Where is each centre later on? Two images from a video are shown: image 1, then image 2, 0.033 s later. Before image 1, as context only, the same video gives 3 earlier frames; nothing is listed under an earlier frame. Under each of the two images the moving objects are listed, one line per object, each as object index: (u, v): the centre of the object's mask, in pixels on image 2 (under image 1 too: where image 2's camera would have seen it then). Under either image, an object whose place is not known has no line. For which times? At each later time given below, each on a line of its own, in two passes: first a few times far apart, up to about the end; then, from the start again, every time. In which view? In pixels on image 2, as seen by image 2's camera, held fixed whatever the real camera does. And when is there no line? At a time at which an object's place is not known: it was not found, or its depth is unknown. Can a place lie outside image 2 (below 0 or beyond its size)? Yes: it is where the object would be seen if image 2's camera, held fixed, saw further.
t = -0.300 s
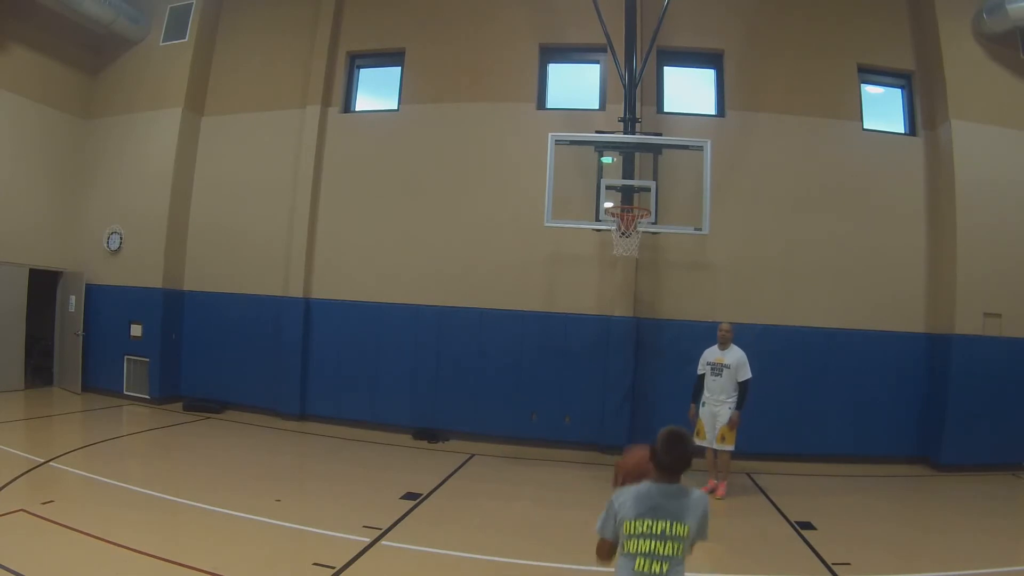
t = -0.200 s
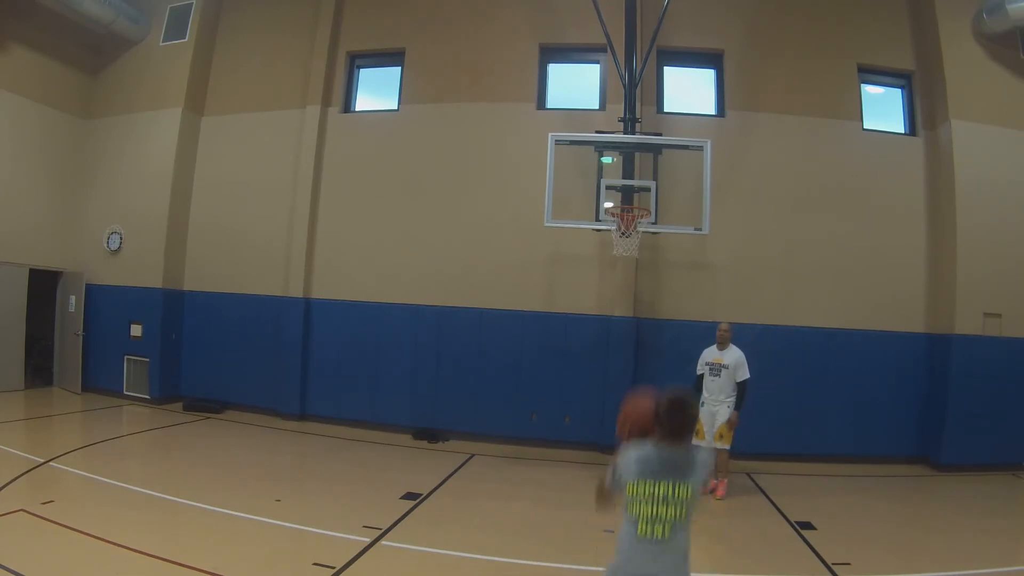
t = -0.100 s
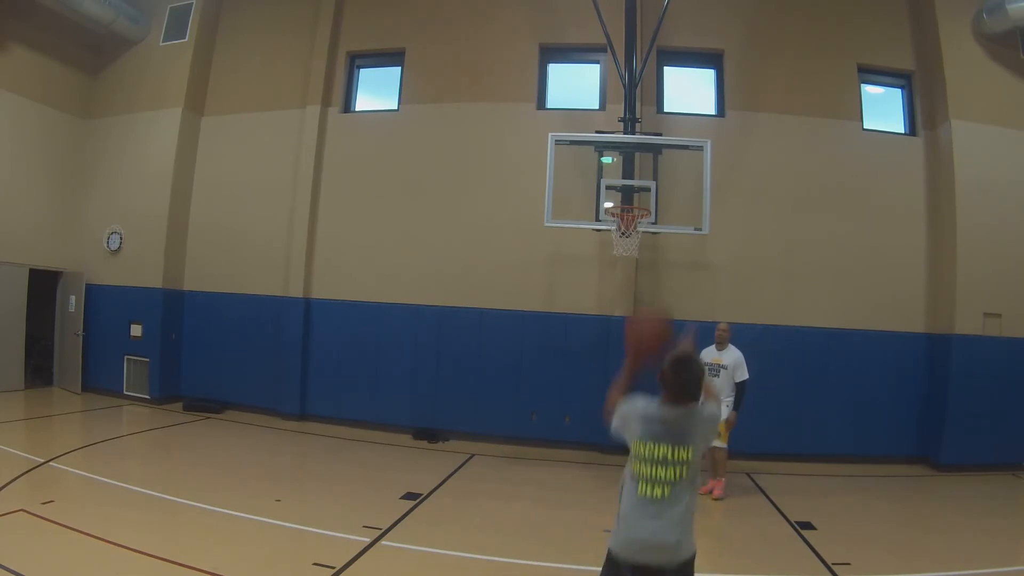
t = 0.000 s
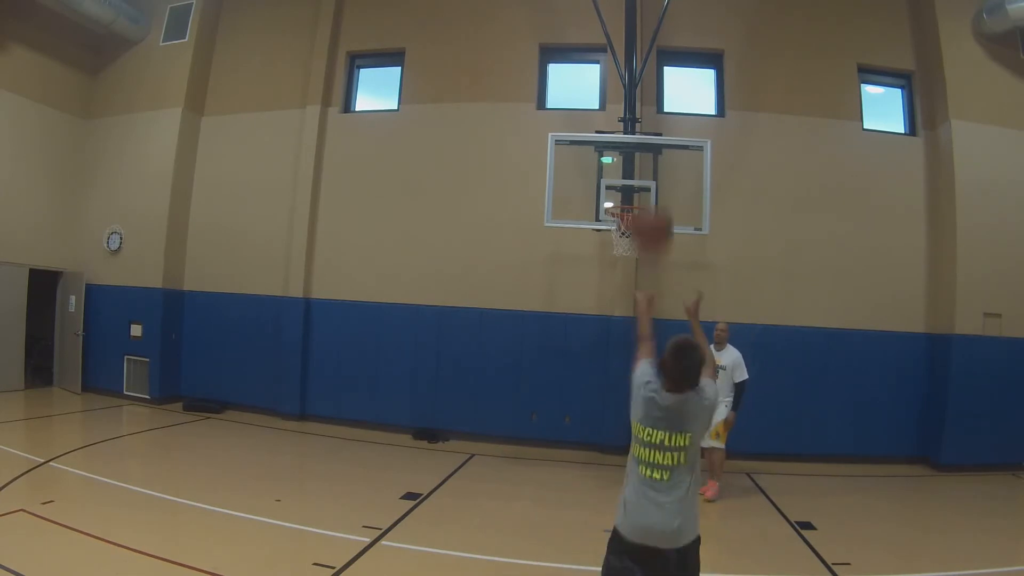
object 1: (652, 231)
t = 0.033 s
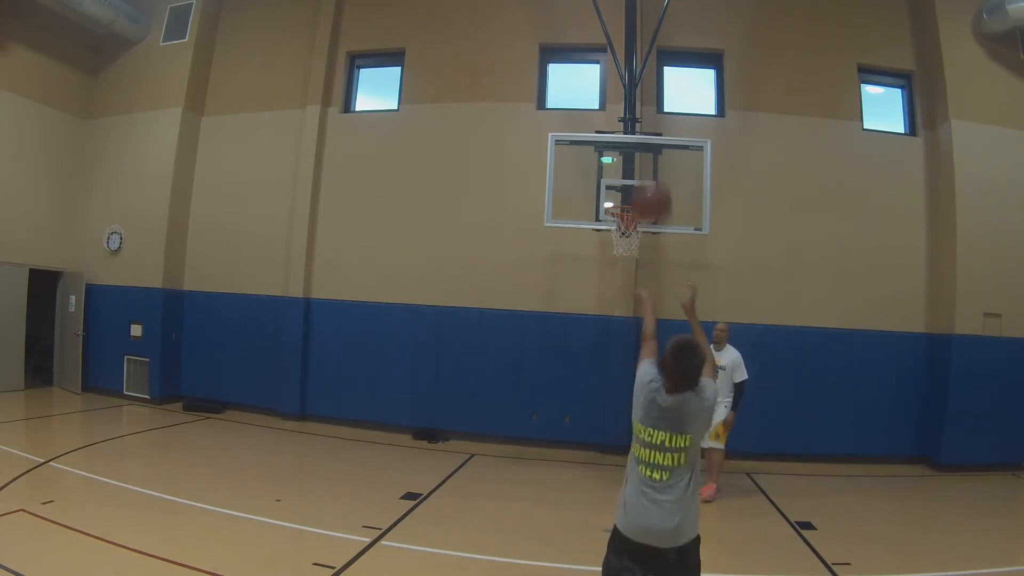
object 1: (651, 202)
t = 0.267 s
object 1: (643, 111)
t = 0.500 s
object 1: (638, 111)
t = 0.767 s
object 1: (632, 172)
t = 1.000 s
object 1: (627, 256)
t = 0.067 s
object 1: (651, 180)
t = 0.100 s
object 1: (649, 162)
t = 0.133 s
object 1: (648, 147)
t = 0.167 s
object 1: (647, 136)
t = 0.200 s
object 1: (646, 124)
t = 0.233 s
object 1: (645, 116)
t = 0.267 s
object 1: (643, 111)
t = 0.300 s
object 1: (642, 107)
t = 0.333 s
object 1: (642, 105)
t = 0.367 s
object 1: (641, 104)
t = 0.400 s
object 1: (640, 105)
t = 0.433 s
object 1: (639, 106)
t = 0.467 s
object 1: (639, 108)
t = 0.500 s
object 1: (638, 111)
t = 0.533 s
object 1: (637, 116)
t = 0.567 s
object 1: (636, 121)
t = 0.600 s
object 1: (635, 127)
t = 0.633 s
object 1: (634, 134)
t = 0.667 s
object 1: (633, 143)
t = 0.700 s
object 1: (633, 152)
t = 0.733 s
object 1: (632, 161)
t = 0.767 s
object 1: (632, 172)
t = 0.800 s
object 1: (631, 183)
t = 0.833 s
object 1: (629, 195)
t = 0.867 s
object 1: (629, 200)
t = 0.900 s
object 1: (628, 222)
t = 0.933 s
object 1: (627, 222)
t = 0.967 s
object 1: (627, 222)
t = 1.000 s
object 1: (627, 256)
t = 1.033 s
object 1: (626, 267)
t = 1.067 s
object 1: (626, 284)
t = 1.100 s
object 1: (625, 299)
